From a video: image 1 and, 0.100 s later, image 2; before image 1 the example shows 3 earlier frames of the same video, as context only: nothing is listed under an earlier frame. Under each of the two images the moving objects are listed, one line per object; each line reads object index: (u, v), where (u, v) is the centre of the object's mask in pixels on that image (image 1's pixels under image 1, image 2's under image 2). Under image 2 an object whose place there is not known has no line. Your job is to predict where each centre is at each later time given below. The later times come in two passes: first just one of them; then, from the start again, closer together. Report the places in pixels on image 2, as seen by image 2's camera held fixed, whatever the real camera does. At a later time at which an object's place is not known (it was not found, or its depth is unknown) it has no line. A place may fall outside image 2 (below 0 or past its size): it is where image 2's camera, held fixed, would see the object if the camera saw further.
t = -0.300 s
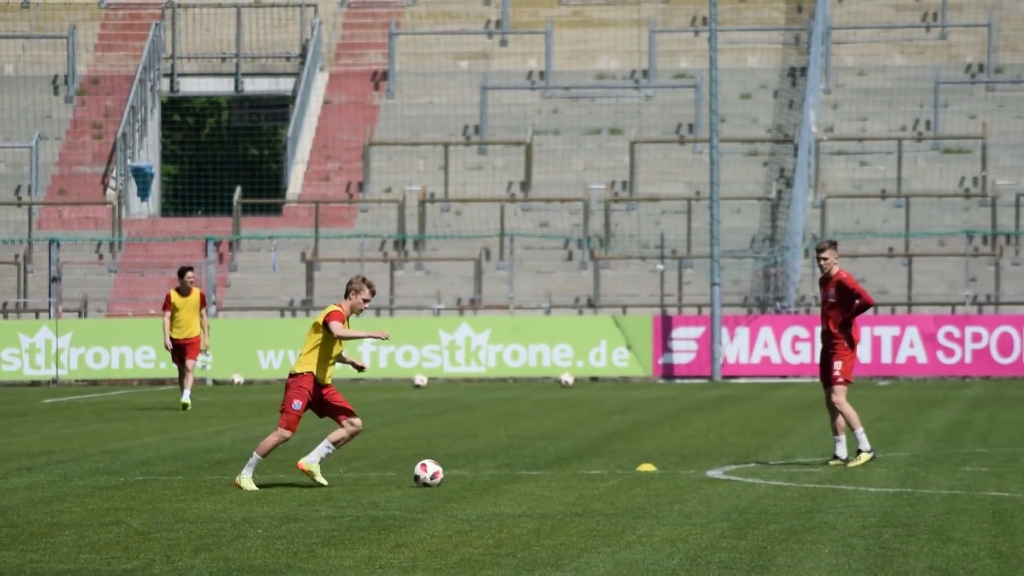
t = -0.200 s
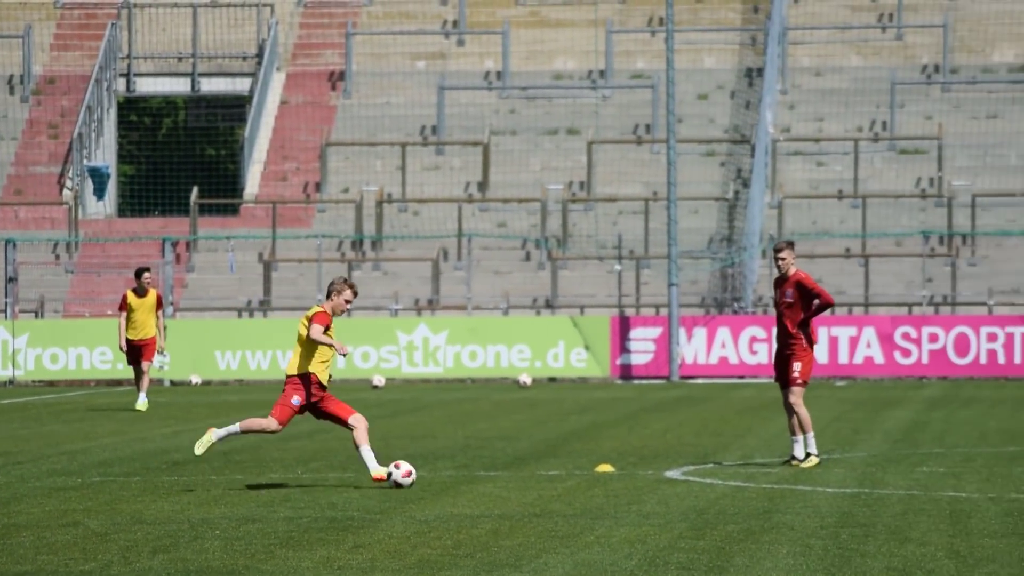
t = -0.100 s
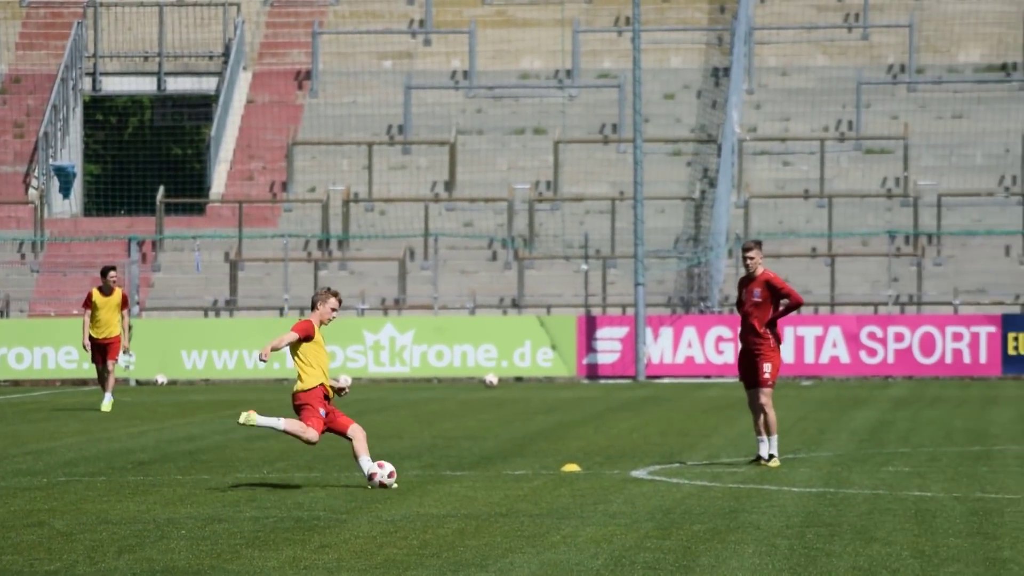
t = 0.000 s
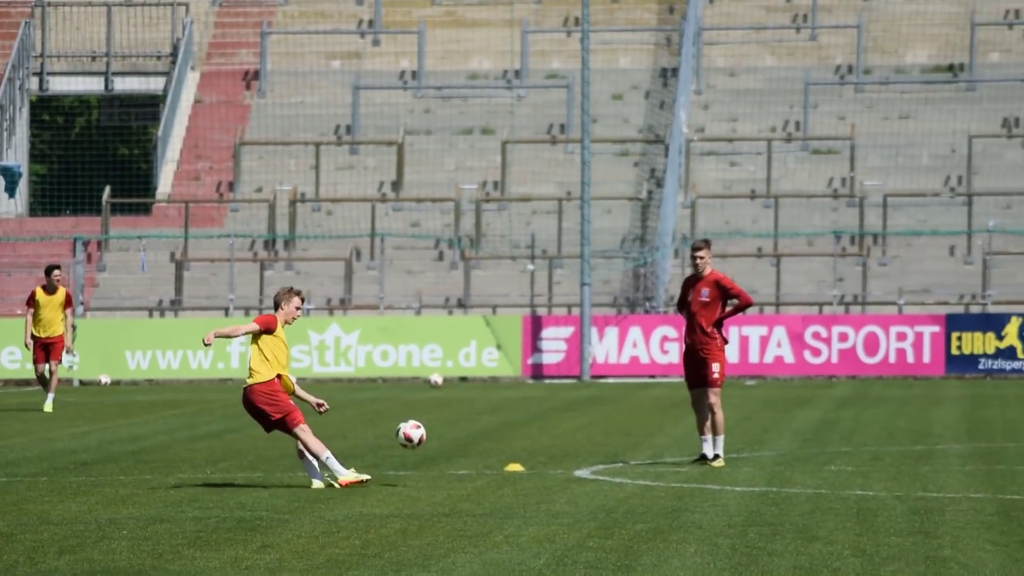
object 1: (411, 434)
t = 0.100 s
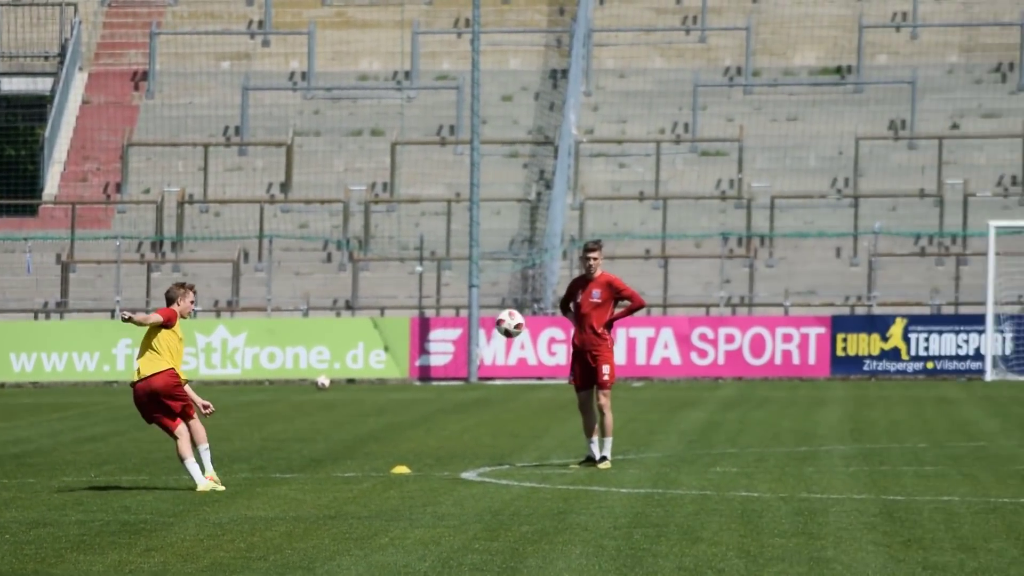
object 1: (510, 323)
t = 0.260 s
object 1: (817, 175)
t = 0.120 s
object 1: (550, 303)
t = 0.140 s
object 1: (589, 283)
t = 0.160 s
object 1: (627, 265)
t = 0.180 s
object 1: (667, 247)
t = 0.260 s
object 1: (817, 175)
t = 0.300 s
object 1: (891, 143)
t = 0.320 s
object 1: (926, 127)
